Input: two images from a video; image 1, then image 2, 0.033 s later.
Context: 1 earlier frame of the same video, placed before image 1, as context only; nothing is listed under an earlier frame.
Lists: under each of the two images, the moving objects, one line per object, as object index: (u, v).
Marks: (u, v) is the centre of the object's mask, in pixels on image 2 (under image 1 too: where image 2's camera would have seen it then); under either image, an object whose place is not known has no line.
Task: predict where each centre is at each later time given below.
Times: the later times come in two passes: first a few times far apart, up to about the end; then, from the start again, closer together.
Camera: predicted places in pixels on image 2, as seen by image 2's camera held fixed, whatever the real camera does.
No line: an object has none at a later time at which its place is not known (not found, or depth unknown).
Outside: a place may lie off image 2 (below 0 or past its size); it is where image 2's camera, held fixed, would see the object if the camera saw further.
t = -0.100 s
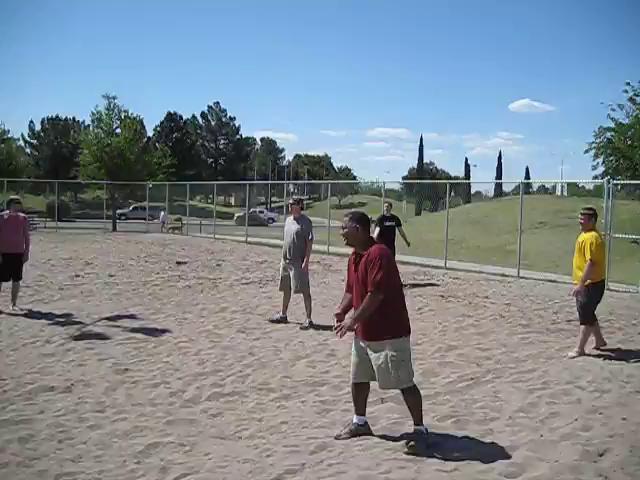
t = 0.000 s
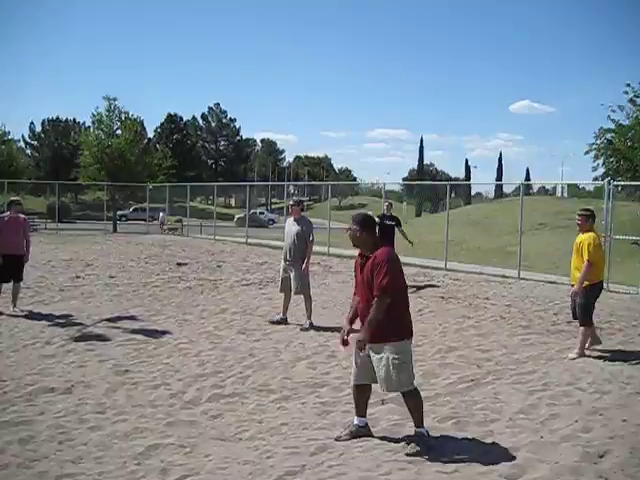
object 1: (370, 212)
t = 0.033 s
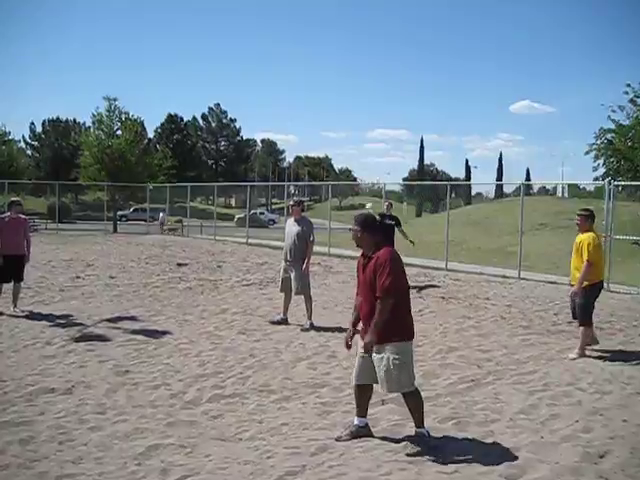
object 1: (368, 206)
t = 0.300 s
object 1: (372, 155)
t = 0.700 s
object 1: (378, 141)
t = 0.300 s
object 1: (372, 155)
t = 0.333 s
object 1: (373, 151)
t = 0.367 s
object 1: (373, 147)
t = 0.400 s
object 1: (373, 144)
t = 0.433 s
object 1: (373, 142)
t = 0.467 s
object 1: (373, 140)
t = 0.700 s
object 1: (378, 141)
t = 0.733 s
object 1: (378, 144)
